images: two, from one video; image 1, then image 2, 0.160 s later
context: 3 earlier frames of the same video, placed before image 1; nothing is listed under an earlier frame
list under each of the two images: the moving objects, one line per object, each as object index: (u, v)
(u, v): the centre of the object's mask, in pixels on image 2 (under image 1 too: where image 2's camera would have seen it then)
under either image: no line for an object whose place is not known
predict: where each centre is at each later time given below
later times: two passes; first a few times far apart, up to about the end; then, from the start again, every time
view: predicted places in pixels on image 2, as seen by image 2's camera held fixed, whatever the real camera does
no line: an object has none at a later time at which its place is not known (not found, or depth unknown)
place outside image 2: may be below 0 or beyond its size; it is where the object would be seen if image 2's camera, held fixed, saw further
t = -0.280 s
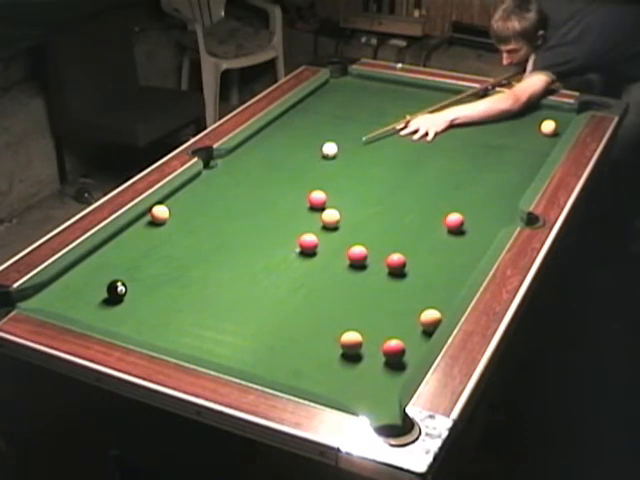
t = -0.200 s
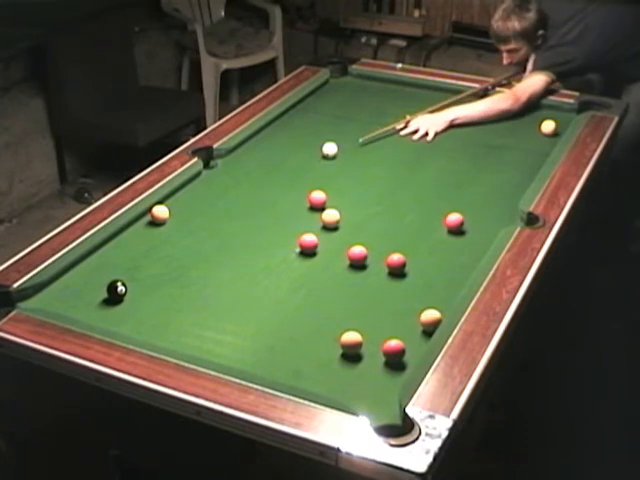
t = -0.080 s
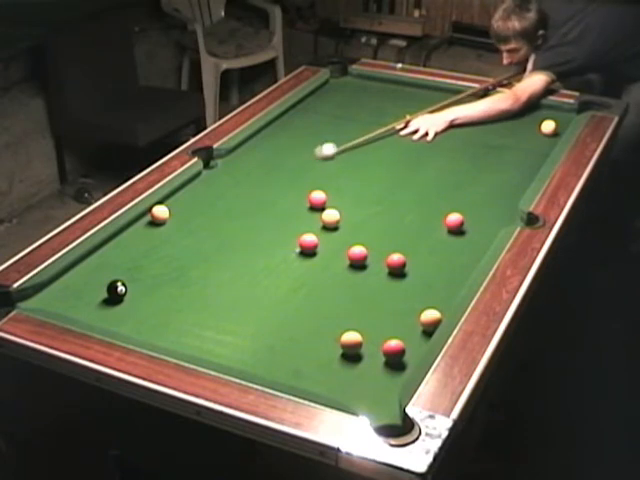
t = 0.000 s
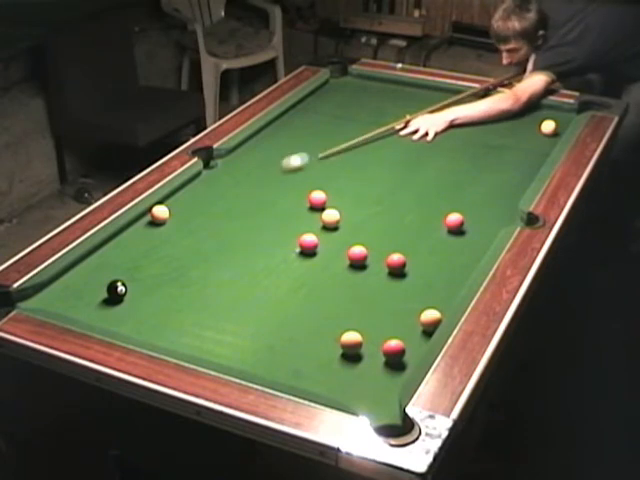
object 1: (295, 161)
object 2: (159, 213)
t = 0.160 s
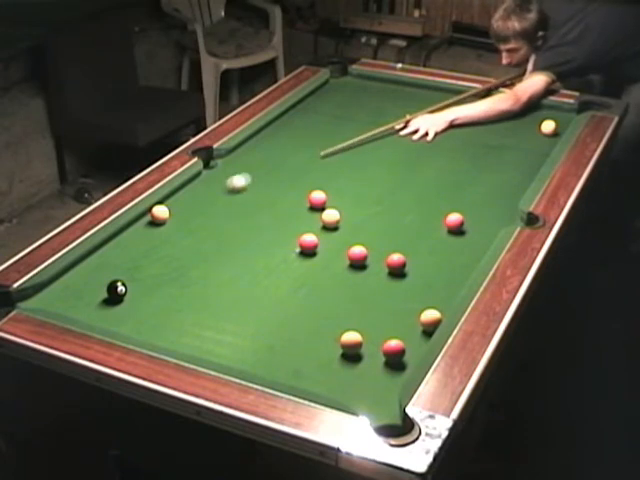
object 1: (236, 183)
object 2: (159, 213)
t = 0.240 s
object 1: (216, 190)
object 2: (159, 213)
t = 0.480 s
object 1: (165, 205)
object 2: (152, 219)
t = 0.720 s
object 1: (171, 210)
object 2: (130, 234)
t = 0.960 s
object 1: (184, 214)
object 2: (108, 250)
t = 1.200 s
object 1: (195, 217)
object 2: (85, 265)
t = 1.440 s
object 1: (203, 220)
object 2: (63, 280)
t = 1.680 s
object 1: (210, 222)
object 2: (43, 294)
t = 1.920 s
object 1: (215, 225)
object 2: (27, 300)
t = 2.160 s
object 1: (218, 226)
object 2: (19, 296)
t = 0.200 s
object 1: (226, 186)
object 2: (159, 213)
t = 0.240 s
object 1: (216, 190)
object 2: (159, 213)
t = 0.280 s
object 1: (206, 193)
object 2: (159, 213)
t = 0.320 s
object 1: (196, 197)
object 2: (159, 213)
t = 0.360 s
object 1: (186, 201)
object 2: (159, 213)
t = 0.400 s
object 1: (177, 204)
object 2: (159, 213)
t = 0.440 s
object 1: (169, 206)
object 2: (156, 215)
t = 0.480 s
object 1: (165, 205)
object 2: (152, 219)
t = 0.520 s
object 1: (161, 206)
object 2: (149, 221)
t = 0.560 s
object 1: (163, 207)
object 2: (145, 224)
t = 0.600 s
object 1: (165, 207)
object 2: (141, 226)
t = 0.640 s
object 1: (167, 208)
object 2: (138, 229)
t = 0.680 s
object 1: (169, 209)
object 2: (133, 232)
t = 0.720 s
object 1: (171, 210)
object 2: (130, 234)
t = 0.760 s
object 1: (174, 210)
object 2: (126, 237)
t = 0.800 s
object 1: (176, 211)
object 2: (122, 240)
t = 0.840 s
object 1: (178, 212)
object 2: (119, 242)
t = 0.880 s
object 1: (180, 213)
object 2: (115, 245)
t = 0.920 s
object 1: (182, 213)
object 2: (111, 248)
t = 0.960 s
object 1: (184, 214)
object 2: (108, 250)
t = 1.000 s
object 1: (186, 215)
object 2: (104, 253)
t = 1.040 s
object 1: (188, 215)
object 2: (100, 255)
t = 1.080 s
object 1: (189, 216)
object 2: (96, 258)
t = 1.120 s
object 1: (191, 216)
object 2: (92, 260)
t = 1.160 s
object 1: (193, 217)
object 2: (89, 262)
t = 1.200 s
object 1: (195, 217)
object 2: (85, 265)
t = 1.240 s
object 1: (196, 218)
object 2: (81, 267)
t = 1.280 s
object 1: (198, 218)
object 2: (78, 270)
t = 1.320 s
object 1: (199, 219)
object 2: (74, 273)
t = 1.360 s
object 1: (201, 219)
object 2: (70, 275)
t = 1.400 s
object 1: (202, 220)
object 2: (67, 278)
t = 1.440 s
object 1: (203, 220)
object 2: (63, 280)
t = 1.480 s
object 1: (205, 221)
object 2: (60, 283)
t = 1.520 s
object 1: (206, 221)
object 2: (57, 285)
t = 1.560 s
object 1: (206, 221)
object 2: (53, 287)
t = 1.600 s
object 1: (208, 222)
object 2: (50, 290)
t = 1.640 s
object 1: (209, 222)
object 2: (46, 292)
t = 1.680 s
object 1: (210, 222)
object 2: (43, 294)
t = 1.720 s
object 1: (211, 223)
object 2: (39, 296)
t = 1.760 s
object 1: (212, 223)
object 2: (36, 298)
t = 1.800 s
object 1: (213, 224)
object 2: (33, 299)
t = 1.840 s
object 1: (213, 224)
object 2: (30, 301)
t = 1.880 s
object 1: (214, 224)
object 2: (28, 301)
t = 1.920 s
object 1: (215, 225)
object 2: (27, 300)
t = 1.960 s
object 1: (216, 225)
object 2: (25, 300)
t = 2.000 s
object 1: (216, 225)
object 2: (24, 299)
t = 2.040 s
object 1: (217, 225)
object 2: (23, 298)
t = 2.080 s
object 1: (217, 225)
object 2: (21, 297)
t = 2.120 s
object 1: (218, 226)
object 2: (20, 296)
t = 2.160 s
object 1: (218, 226)
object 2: (19, 296)
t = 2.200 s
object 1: (219, 226)
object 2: (19, 297)
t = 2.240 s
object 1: (219, 226)
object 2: (18, 298)
